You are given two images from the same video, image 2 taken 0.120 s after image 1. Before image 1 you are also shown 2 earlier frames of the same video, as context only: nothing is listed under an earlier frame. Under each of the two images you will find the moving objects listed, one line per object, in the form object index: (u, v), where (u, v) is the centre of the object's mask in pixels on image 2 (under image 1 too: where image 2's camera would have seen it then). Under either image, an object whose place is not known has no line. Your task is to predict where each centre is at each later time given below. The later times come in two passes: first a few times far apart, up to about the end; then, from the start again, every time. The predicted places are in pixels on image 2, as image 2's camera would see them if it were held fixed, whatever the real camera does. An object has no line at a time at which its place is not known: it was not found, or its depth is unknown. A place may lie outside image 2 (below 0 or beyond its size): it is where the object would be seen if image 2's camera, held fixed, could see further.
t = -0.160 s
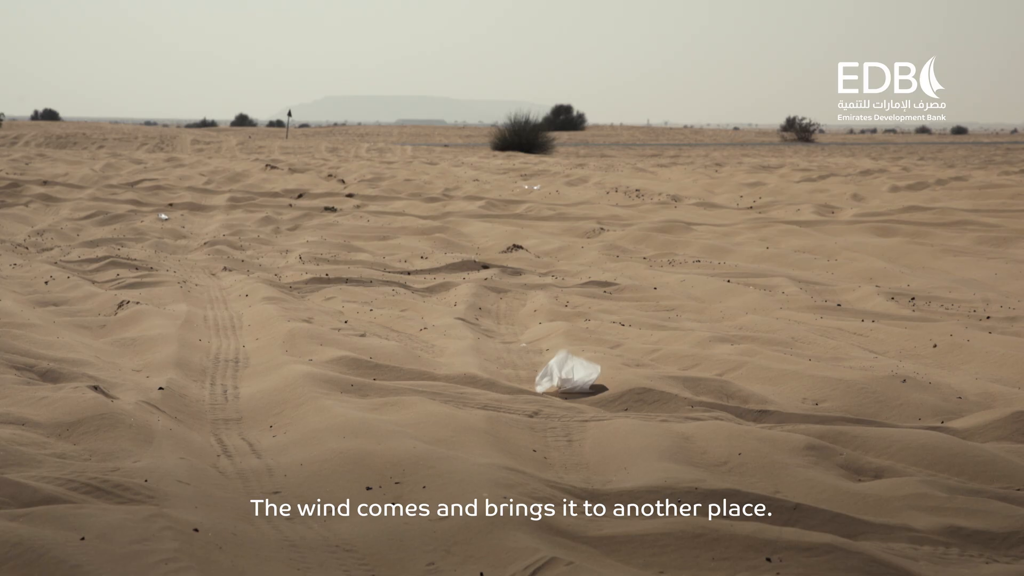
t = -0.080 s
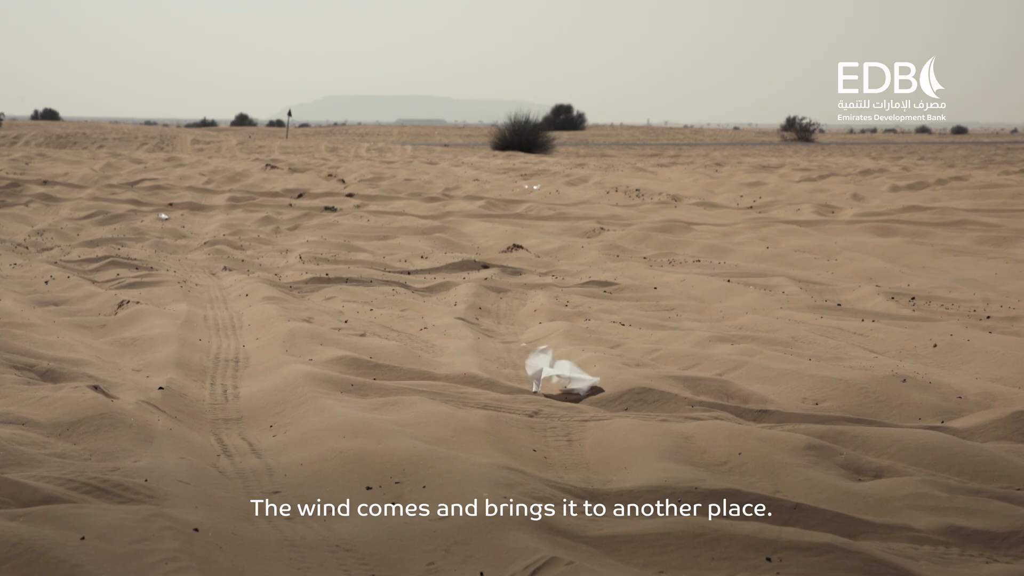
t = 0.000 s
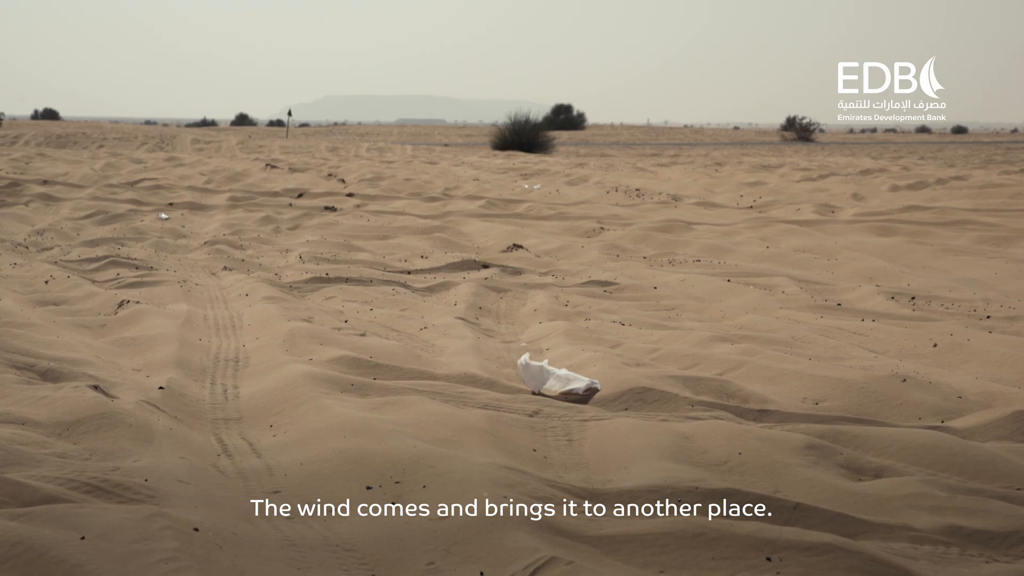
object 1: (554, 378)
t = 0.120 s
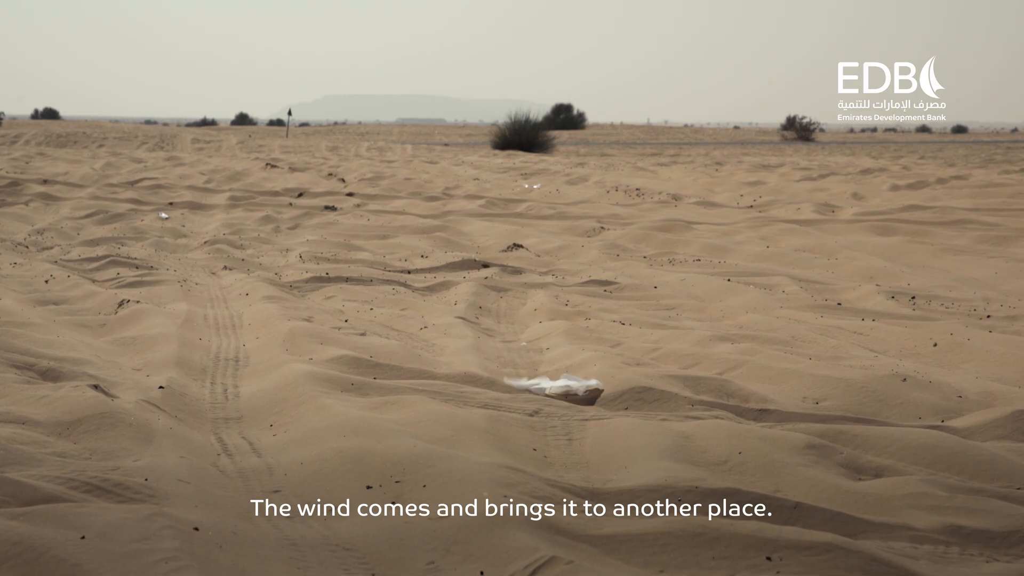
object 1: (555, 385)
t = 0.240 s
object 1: (562, 387)
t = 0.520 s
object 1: (553, 389)
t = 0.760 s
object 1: (542, 388)
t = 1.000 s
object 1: (560, 378)
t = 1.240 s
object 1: (581, 397)
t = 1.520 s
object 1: (572, 429)
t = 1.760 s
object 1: (549, 444)
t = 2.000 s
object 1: (570, 457)
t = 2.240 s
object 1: (585, 459)
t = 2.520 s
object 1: (585, 461)
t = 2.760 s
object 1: (619, 491)
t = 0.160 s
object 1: (559, 387)
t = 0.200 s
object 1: (560, 387)
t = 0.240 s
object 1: (562, 387)
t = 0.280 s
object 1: (566, 386)
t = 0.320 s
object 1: (566, 385)
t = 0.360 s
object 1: (566, 384)
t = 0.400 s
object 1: (563, 383)
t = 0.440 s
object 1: (559, 385)
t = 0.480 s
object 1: (555, 387)
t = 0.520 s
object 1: (553, 389)
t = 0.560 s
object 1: (549, 387)
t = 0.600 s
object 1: (545, 386)
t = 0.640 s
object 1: (543, 388)
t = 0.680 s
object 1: (544, 391)
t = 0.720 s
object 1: (544, 391)
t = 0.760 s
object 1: (542, 388)
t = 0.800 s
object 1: (541, 385)
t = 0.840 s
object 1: (540, 381)
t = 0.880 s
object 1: (542, 378)
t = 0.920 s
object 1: (547, 377)
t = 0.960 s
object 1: (554, 379)
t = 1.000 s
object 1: (560, 378)
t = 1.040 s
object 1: (564, 381)
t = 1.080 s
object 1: (568, 389)
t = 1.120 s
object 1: (575, 394)
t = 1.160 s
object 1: (582, 394)
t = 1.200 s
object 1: (584, 394)
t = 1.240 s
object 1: (581, 397)
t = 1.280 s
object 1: (579, 400)
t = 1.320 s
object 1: (579, 401)
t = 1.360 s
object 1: (580, 405)
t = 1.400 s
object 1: (580, 418)
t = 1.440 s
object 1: (578, 427)
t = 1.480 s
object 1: (576, 427)
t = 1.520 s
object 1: (572, 429)
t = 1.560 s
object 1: (566, 430)
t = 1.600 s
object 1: (561, 429)
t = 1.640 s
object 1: (557, 430)
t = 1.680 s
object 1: (556, 432)
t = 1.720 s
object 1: (554, 435)
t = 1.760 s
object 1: (549, 444)
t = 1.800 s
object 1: (551, 450)
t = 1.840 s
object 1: (549, 452)
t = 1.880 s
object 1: (554, 454)
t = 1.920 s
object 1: (560, 455)
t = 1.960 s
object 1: (565, 455)
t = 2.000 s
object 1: (570, 457)
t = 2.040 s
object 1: (568, 456)
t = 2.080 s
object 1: (572, 460)
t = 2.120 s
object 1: (577, 462)
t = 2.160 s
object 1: (582, 460)
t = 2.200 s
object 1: (585, 456)
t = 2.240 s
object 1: (585, 459)
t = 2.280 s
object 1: (585, 463)
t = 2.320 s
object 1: (585, 466)
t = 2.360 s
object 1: (582, 465)
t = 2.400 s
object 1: (578, 463)
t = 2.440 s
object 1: (576, 460)
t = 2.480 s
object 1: (579, 459)
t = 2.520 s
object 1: (585, 461)
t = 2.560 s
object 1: (587, 458)
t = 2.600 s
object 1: (596, 455)
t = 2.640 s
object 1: (605, 457)
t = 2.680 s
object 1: (611, 465)
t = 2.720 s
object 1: (615, 478)
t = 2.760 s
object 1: (619, 491)
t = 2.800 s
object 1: (624, 506)
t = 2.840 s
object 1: (617, 499)
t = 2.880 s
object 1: (628, 491)
